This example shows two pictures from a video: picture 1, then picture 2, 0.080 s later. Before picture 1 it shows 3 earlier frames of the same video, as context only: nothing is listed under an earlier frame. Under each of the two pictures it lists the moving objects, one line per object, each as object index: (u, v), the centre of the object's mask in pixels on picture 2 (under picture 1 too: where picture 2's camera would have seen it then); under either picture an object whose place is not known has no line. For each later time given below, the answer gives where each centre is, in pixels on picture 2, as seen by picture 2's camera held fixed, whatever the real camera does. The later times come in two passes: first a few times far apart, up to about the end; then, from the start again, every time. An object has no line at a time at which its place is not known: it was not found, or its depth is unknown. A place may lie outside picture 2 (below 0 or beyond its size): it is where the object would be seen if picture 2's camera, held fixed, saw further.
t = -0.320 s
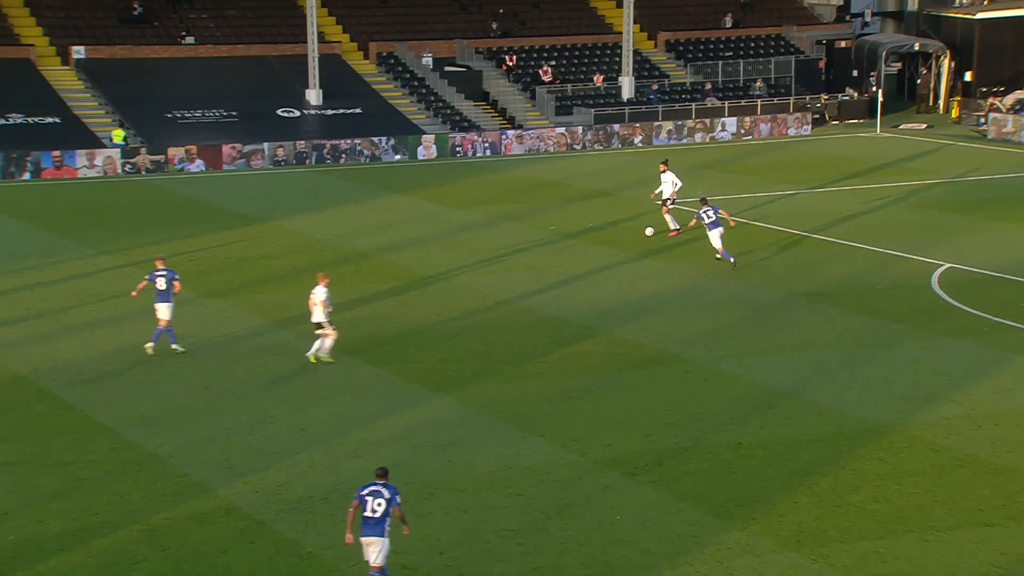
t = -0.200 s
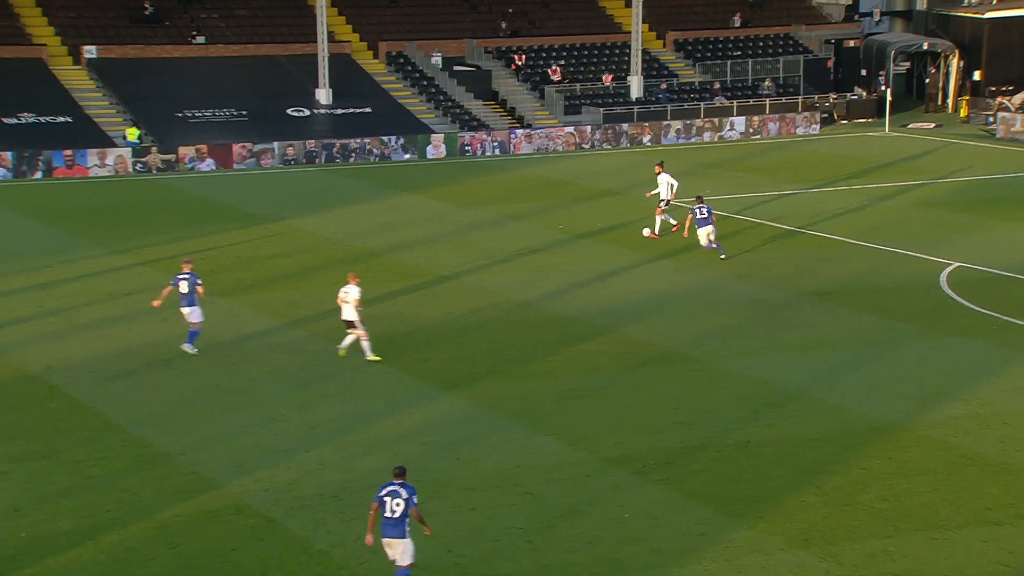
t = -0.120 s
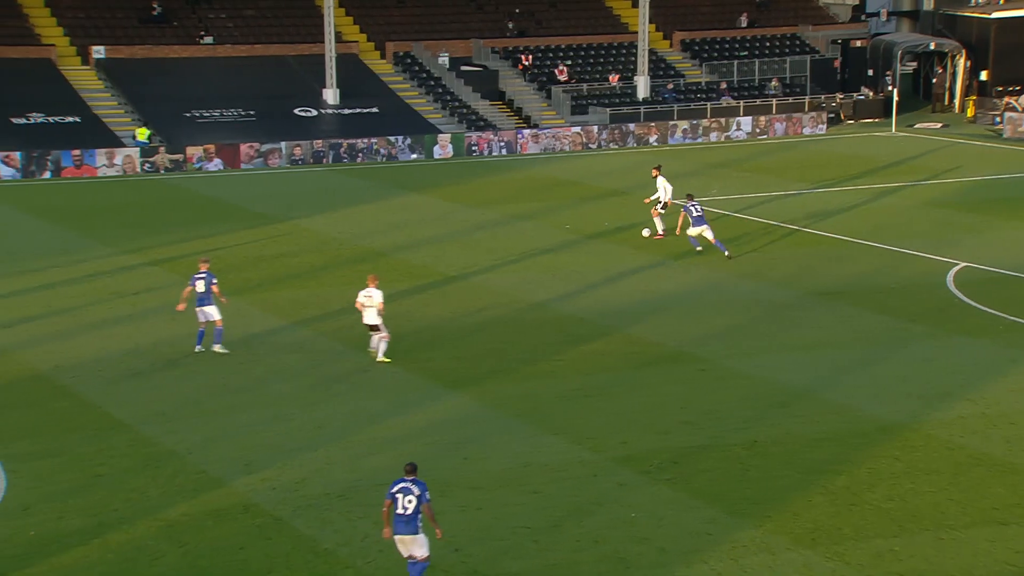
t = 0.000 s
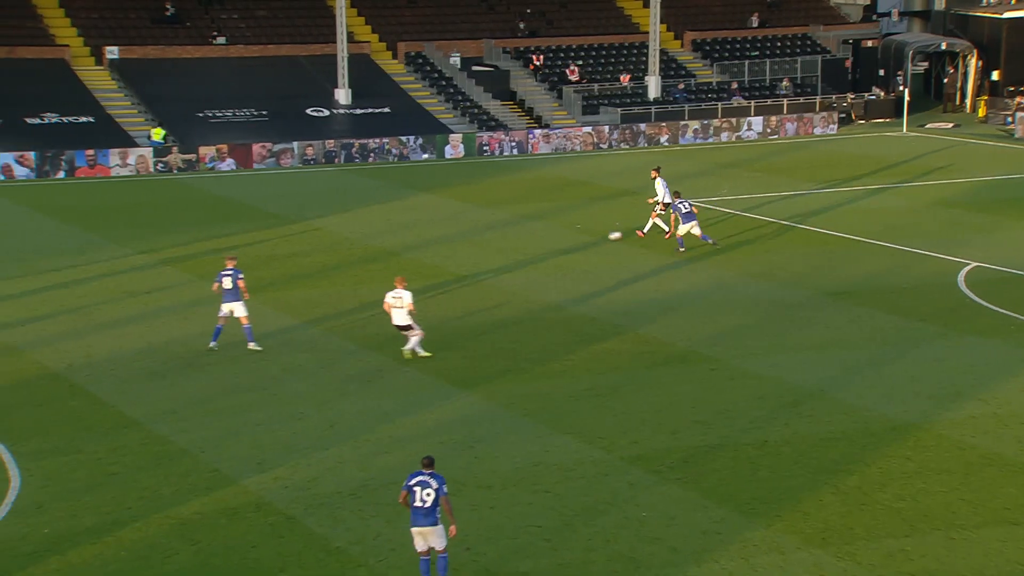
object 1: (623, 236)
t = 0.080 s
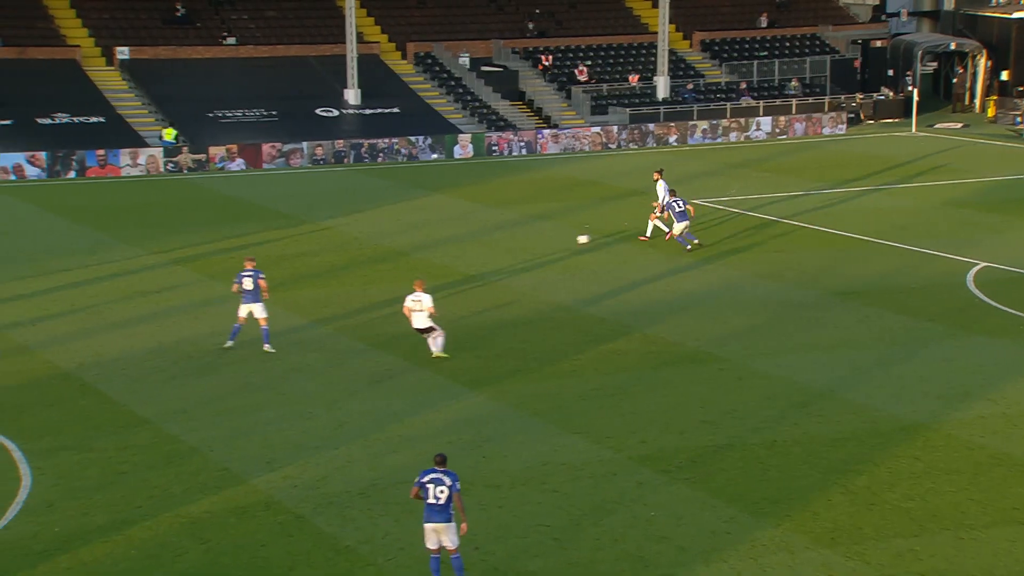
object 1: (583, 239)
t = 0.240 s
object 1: (507, 245)
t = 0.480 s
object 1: (404, 253)
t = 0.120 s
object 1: (564, 241)
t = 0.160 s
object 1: (545, 242)
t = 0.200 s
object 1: (525, 244)
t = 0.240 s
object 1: (507, 245)
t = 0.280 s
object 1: (489, 247)
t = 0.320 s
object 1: (471, 248)
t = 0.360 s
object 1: (454, 249)
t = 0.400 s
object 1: (437, 251)
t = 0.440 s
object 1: (420, 252)
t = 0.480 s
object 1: (404, 253)
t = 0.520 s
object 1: (387, 255)
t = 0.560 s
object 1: (371, 256)
